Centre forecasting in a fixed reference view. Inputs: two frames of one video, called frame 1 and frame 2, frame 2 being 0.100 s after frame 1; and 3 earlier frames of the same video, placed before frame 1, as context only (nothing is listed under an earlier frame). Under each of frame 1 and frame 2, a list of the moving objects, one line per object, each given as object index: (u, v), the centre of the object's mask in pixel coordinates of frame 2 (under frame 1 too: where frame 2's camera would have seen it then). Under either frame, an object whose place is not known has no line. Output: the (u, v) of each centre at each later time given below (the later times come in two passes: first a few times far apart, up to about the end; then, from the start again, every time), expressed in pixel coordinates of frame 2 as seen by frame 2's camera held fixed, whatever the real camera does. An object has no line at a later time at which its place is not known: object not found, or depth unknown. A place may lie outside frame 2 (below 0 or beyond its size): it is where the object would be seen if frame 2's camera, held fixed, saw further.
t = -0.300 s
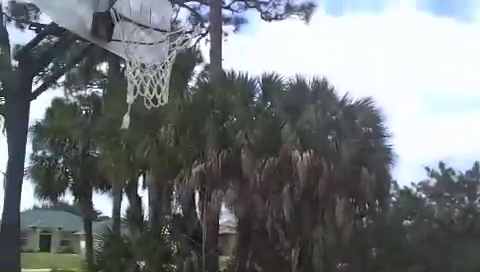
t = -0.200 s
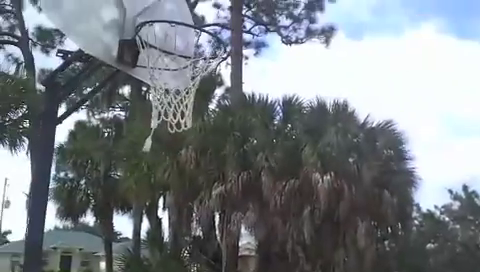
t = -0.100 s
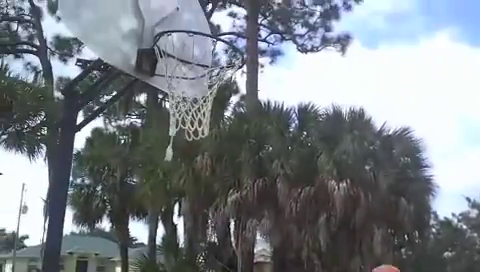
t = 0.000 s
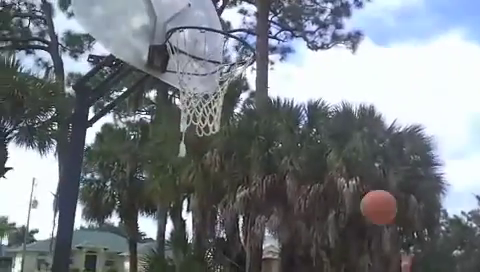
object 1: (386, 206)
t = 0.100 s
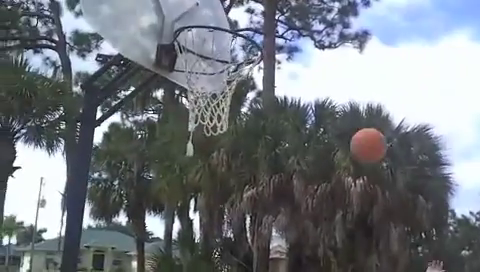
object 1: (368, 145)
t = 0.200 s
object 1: (350, 97)
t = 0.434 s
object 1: (305, 33)
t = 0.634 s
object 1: (258, 38)
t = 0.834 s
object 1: (233, 38)
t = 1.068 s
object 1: (201, 103)
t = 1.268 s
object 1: (181, 211)
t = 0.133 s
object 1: (363, 128)
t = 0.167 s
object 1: (357, 112)
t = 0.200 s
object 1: (350, 97)
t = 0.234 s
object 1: (344, 83)
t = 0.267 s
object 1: (338, 71)
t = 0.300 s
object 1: (331, 61)
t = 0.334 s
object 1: (325, 52)
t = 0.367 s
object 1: (318, 43)
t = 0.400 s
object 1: (312, 38)
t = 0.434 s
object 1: (305, 33)
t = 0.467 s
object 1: (298, 30)
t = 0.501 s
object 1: (290, 28)
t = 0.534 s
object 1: (283, 29)
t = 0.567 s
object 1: (275, 30)
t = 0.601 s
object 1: (269, 32)
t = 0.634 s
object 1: (258, 38)
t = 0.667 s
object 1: (252, 40)
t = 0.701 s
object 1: (249, 37)
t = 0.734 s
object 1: (246, 34)
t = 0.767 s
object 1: (241, 33)
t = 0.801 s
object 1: (237, 35)
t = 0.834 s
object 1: (233, 38)
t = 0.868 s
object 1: (228, 43)
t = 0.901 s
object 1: (223, 50)
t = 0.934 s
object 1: (218, 59)
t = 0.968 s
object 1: (213, 70)
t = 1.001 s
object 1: (208, 81)
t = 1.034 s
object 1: (203, 93)
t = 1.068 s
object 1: (201, 103)
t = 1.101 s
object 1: (198, 114)
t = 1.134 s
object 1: (195, 127)
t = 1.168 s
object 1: (191, 145)
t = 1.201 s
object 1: (188, 164)
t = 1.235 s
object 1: (185, 186)
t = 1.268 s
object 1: (181, 211)
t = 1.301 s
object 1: (176, 240)
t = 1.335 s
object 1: (174, 260)
